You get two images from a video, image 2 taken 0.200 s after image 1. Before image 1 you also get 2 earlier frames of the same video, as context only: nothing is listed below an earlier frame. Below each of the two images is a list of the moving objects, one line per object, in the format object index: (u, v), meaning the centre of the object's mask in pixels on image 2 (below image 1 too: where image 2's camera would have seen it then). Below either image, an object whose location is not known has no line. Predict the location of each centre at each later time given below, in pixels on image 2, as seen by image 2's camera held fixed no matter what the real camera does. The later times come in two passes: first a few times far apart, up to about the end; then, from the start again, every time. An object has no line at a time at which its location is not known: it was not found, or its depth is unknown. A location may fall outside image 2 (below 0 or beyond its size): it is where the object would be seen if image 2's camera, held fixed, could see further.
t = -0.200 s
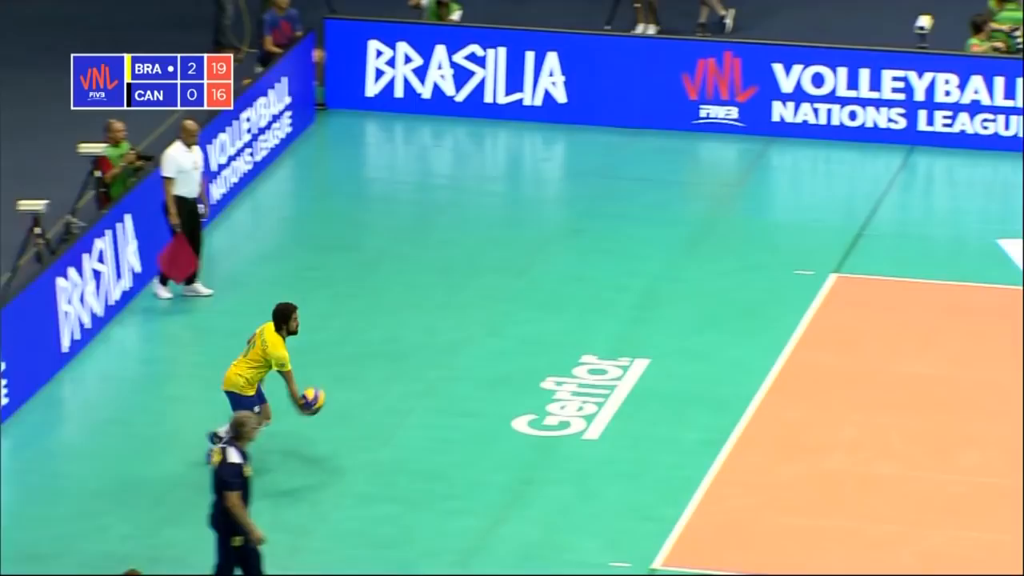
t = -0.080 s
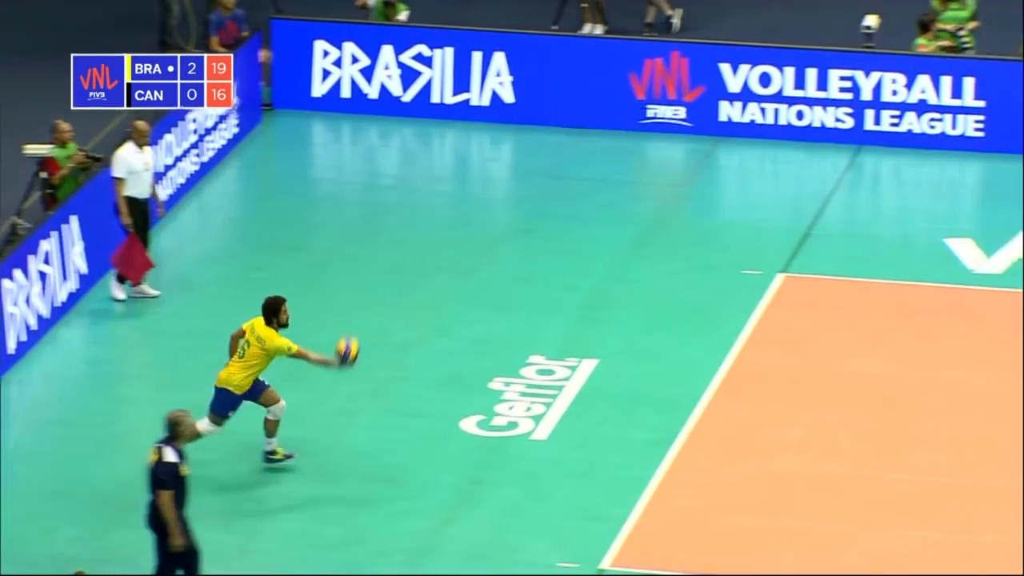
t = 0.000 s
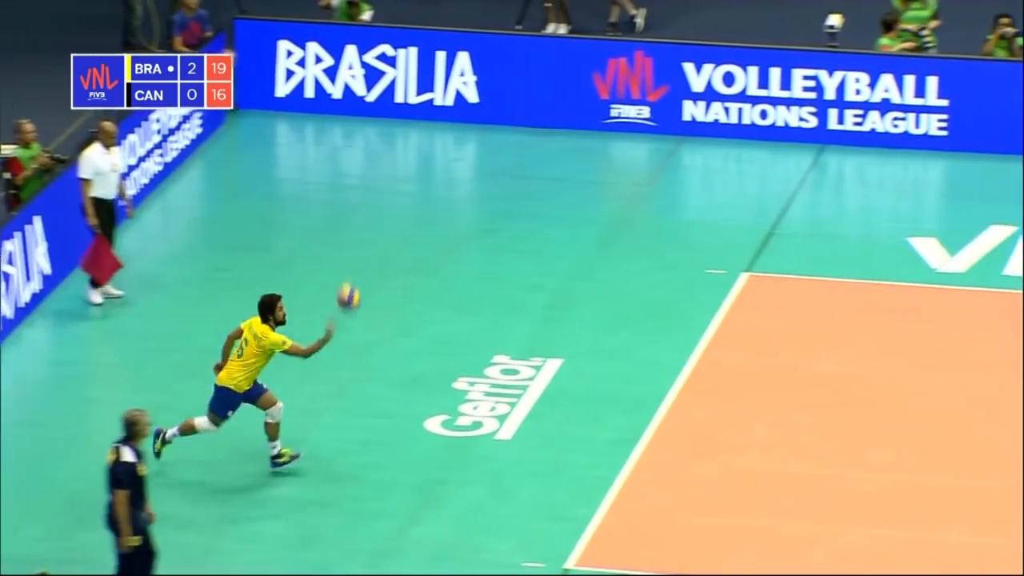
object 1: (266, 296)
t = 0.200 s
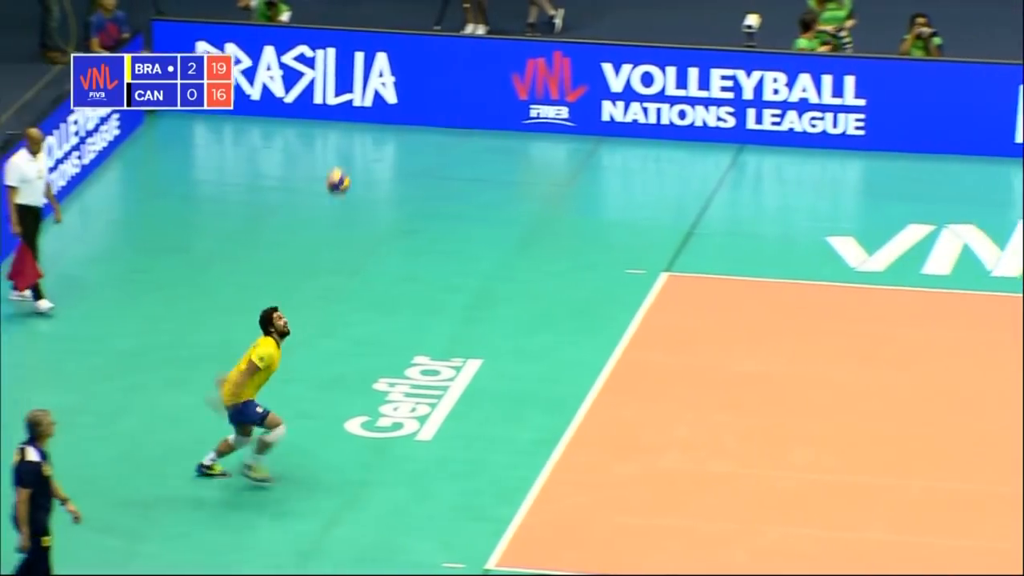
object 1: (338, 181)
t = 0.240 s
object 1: (353, 163)
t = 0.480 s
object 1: (439, 91)
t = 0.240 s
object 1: (353, 163)
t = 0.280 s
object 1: (367, 147)
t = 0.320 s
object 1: (381, 132)
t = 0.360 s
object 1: (396, 119)
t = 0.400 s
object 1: (410, 109)
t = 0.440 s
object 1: (425, 99)
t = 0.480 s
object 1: (439, 91)
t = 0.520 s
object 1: (454, 86)
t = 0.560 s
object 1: (469, 82)
